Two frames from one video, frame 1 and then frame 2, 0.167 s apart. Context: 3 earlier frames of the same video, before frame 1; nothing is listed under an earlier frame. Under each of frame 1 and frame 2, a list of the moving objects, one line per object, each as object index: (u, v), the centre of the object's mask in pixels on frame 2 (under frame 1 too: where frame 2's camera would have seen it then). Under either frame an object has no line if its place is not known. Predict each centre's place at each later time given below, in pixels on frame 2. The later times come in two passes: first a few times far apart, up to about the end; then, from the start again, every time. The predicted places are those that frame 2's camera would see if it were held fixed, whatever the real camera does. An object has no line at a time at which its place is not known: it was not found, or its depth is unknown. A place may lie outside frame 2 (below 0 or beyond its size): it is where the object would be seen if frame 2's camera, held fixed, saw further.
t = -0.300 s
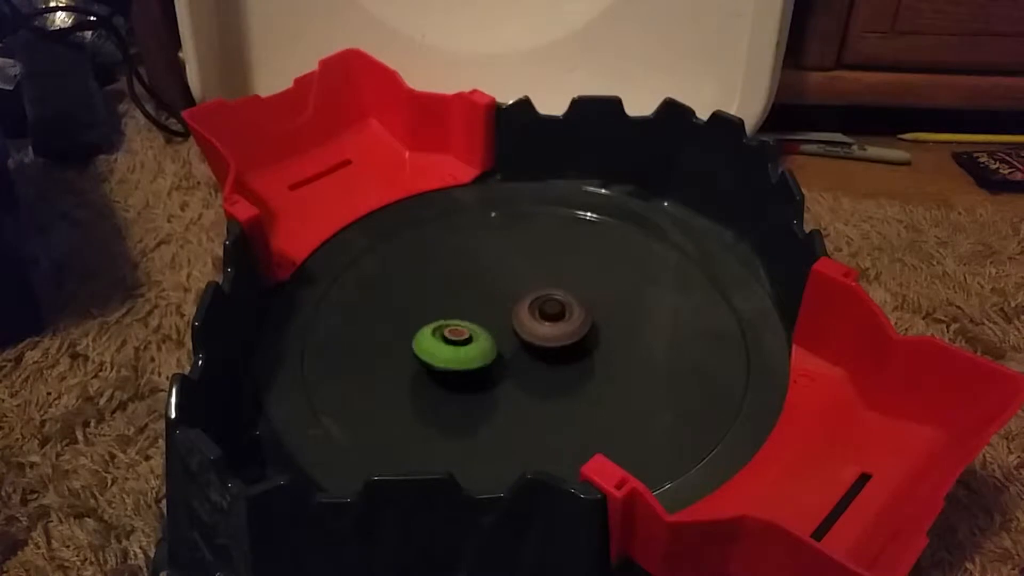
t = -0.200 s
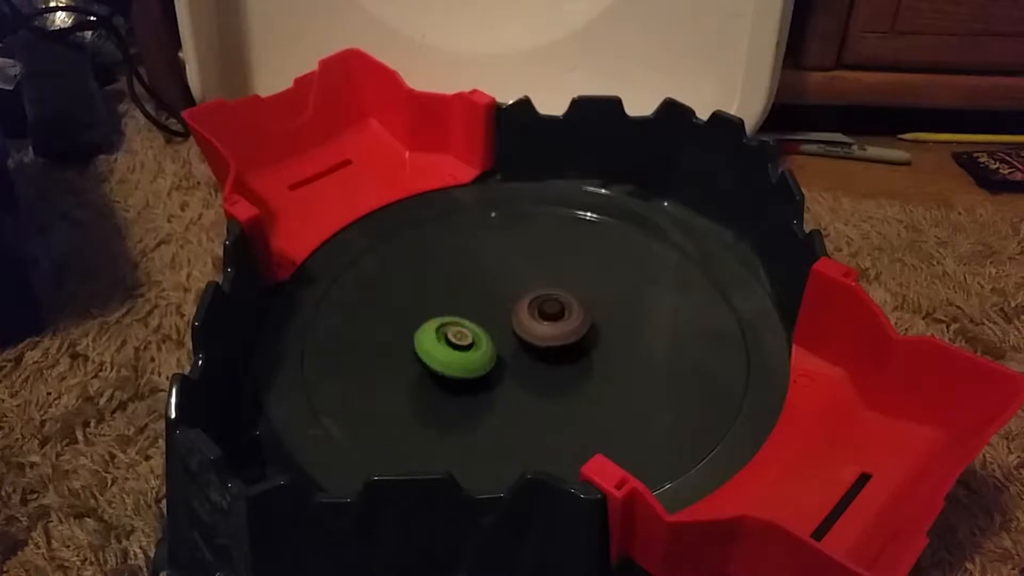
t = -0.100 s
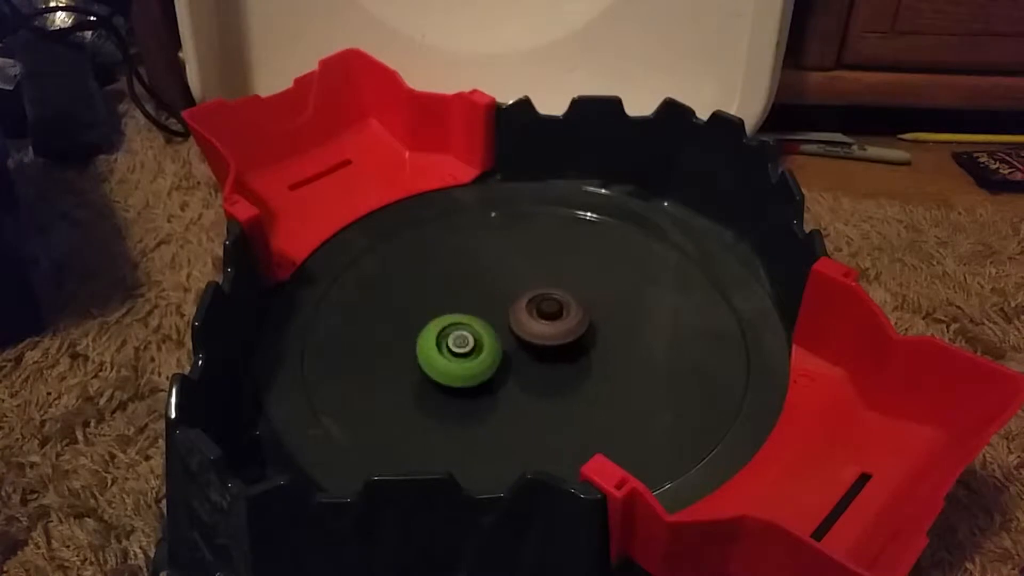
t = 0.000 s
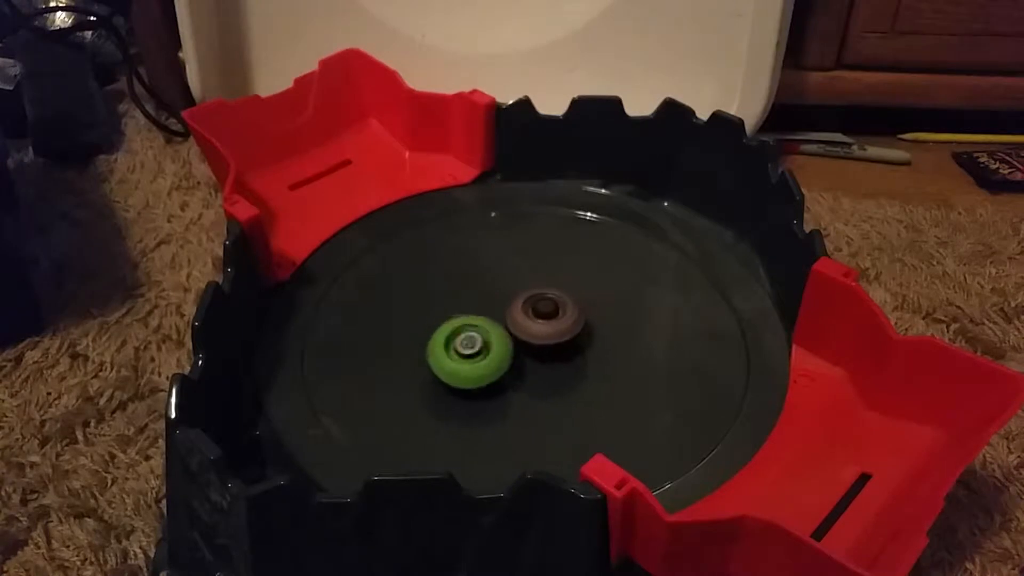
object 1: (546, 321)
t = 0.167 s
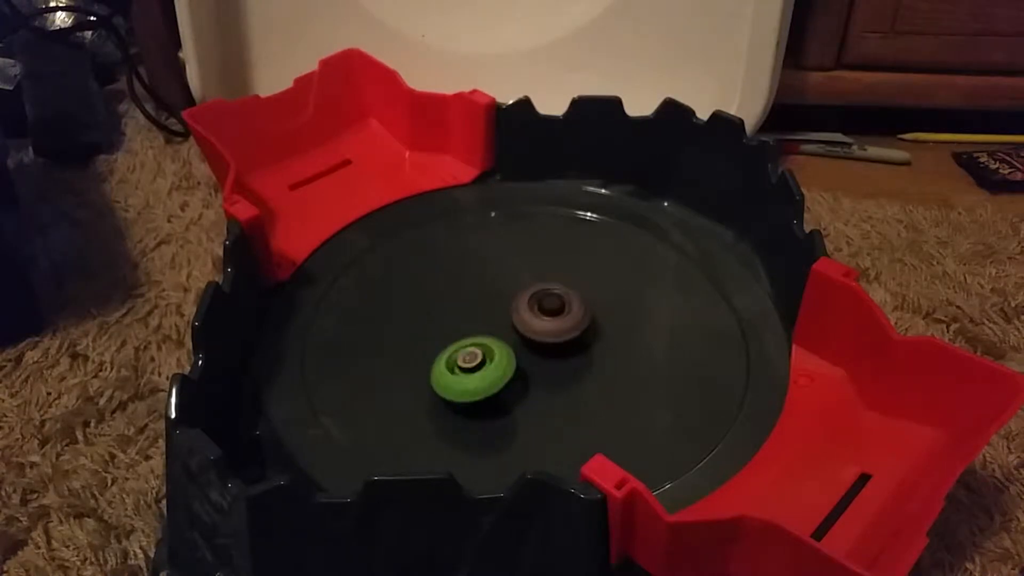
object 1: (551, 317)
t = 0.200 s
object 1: (553, 317)
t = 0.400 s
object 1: (555, 320)
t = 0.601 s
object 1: (548, 322)
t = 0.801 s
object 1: (562, 309)
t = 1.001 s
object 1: (563, 308)
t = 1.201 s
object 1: (560, 313)
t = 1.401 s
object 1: (563, 303)
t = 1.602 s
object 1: (559, 299)
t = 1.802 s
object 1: (554, 297)
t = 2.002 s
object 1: (542, 300)
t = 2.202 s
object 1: (523, 305)
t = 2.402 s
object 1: (509, 302)
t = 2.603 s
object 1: (506, 303)
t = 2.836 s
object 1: (500, 284)
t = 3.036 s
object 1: (500, 290)
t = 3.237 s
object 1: (496, 306)
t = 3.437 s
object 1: (476, 321)
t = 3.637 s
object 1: (463, 322)
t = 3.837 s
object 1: (466, 322)
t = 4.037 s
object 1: (479, 330)
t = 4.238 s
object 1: (481, 345)
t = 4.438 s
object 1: (470, 353)
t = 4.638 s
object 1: (469, 350)
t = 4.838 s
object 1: (470, 350)
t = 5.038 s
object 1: (469, 353)
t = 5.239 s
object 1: (470, 357)
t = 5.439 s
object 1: (475, 361)
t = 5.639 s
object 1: (484, 365)
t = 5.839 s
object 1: (491, 370)
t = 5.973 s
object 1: (495, 371)
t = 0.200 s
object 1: (553, 317)
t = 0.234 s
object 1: (553, 317)
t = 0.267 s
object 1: (554, 317)
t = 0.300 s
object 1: (555, 318)
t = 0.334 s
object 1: (555, 319)
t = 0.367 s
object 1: (555, 319)
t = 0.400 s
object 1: (555, 320)
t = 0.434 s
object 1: (555, 321)
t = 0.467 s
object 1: (555, 321)
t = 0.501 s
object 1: (553, 321)
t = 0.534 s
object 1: (552, 321)
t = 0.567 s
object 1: (551, 323)
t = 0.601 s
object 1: (548, 322)
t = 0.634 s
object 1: (546, 323)
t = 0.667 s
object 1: (549, 320)
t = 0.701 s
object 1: (555, 316)
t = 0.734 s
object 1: (561, 312)
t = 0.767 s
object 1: (562, 310)
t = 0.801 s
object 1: (562, 309)
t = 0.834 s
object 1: (561, 309)
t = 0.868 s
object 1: (562, 308)
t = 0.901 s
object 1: (562, 308)
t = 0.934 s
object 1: (563, 307)
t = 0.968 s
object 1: (563, 307)
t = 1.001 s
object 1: (563, 308)
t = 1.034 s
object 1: (563, 308)
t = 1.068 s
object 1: (563, 309)
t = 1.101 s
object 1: (563, 309)
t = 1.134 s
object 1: (562, 310)
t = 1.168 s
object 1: (562, 312)
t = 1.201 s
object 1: (560, 313)
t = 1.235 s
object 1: (558, 312)
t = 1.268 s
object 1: (558, 311)
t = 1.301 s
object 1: (560, 309)
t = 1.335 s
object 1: (560, 307)
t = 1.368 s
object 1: (563, 305)
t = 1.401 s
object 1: (563, 303)
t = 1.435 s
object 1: (562, 301)
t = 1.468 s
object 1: (561, 301)
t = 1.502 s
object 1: (560, 300)
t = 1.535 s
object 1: (560, 299)
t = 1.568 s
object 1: (560, 298)
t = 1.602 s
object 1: (559, 299)
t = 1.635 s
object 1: (559, 299)
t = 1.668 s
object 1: (558, 299)
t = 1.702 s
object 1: (557, 298)
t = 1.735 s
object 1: (557, 298)
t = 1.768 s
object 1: (557, 298)
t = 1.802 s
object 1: (554, 297)
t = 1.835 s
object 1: (553, 297)
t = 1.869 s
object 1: (552, 297)
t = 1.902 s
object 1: (550, 298)
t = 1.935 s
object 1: (547, 299)
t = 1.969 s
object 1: (544, 299)
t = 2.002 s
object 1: (542, 300)
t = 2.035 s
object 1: (538, 302)
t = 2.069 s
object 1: (536, 304)
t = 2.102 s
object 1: (533, 305)
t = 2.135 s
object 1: (530, 305)
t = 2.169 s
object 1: (526, 306)
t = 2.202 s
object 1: (523, 305)
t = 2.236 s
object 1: (519, 303)
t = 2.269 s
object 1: (517, 303)
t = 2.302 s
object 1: (515, 302)
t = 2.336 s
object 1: (512, 302)
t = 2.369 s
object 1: (511, 302)
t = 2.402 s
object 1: (509, 302)
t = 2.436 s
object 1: (509, 303)
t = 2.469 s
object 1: (508, 302)
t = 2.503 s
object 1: (509, 303)
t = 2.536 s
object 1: (508, 303)
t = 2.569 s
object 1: (508, 304)
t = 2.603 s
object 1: (506, 303)
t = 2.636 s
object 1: (505, 302)
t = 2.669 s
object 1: (504, 297)
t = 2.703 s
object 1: (500, 289)
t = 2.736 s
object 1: (499, 285)
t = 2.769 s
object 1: (499, 283)
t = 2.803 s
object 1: (500, 283)
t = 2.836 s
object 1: (500, 284)
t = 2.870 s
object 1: (500, 285)
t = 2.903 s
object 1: (499, 285)
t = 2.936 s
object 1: (500, 286)
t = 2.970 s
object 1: (500, 287)
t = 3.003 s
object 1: (500, 288)
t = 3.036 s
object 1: (500, 290)
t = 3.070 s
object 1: (500, 292)
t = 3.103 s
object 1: (501, 294)
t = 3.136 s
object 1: (499, 296)
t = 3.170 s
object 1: (499, 299)
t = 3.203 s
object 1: (498, 302)
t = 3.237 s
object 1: (496, 306)
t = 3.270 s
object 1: (493, 309)
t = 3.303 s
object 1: (489, 312)
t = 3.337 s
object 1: (486, 315)
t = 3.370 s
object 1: (483, 317)
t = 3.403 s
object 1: (480, 319)
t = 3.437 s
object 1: (476, 321)
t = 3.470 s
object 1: (474, 321)
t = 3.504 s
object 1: (471, 322)
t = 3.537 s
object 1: (469, 322)
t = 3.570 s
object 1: (466, 323)
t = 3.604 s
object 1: (465, 323)
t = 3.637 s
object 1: (463, 322)
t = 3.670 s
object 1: (463, 323)
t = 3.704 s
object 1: (463, 322)
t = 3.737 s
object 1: (463, 322)
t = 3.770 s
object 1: (464, 322)
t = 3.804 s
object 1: (464, 322)
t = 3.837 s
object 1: (466, 322)
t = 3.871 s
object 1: (468, 323)
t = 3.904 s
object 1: (470, 323)
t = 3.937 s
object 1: (472, 325)
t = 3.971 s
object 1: (475, 326)
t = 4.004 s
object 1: (477, 328)
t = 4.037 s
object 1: (479, 330)
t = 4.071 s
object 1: (481, 333)
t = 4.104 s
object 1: (482, 336)
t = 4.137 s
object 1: (484, 338)
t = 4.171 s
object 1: (483, 341)
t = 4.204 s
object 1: (482, 343)
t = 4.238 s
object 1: (481, 345)
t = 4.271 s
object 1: (480, 347)
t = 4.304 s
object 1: (478, 349)
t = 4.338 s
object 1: (476, 349)
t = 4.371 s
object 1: (474, 351)
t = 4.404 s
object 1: (472, 352)
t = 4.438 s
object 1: (470, 353)
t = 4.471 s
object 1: (470, 352)
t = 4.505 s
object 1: (468, 352)
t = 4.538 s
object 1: (468, 352)
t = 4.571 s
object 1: (468, 351)
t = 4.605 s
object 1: (468, 351)
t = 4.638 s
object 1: (469, 350)
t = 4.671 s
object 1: (470, 349)
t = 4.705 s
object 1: (474, 349)
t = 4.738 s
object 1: (476, 349)
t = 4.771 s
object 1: (478, 349)
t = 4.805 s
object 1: (479, 351)
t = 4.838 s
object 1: (470, 350)
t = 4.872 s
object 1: (465, 350)
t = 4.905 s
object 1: (465, 349)
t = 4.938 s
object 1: (467, 349)
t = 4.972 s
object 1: (468, 351)
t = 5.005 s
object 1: (468, 352)
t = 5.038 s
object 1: (469, 353)
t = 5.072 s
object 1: (469, 353)
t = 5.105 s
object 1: (470, 353)
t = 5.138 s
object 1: (472, 358)
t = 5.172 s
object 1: (471, 357)
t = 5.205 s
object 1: (470, 357)
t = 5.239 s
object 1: (470, 357)
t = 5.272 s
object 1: (471, 357)
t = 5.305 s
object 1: (473, 359)
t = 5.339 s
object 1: (473, 360)
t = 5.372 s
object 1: (473, 361)
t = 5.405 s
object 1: (473, 361)
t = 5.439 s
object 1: (475, 361)
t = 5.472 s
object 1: (478, 362)
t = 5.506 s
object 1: (479, 363)
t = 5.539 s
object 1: (480, 364)
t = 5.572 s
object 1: (479, 364)
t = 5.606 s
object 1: (482, 364)
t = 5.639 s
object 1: (484, 365)
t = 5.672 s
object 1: (485, 367)
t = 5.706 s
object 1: (485, 367)
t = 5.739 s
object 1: (486, 367)
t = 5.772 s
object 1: (488, 367)
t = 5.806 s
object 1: (490, 369)
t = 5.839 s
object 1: (491, 370)
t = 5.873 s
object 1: (491, 370)
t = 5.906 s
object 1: (491, 370)
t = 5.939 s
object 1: (493, 370)
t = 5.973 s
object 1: (495, 371)
